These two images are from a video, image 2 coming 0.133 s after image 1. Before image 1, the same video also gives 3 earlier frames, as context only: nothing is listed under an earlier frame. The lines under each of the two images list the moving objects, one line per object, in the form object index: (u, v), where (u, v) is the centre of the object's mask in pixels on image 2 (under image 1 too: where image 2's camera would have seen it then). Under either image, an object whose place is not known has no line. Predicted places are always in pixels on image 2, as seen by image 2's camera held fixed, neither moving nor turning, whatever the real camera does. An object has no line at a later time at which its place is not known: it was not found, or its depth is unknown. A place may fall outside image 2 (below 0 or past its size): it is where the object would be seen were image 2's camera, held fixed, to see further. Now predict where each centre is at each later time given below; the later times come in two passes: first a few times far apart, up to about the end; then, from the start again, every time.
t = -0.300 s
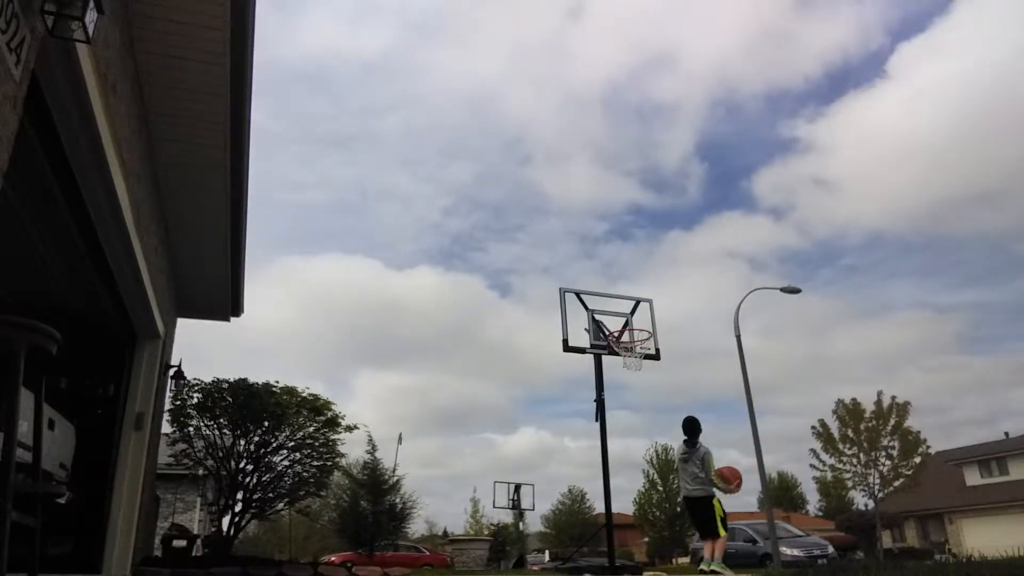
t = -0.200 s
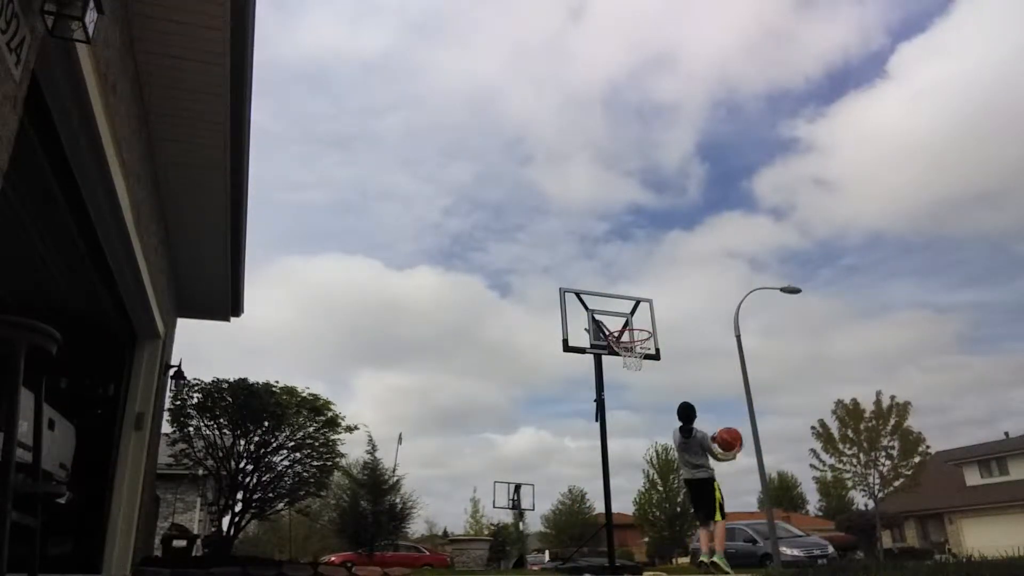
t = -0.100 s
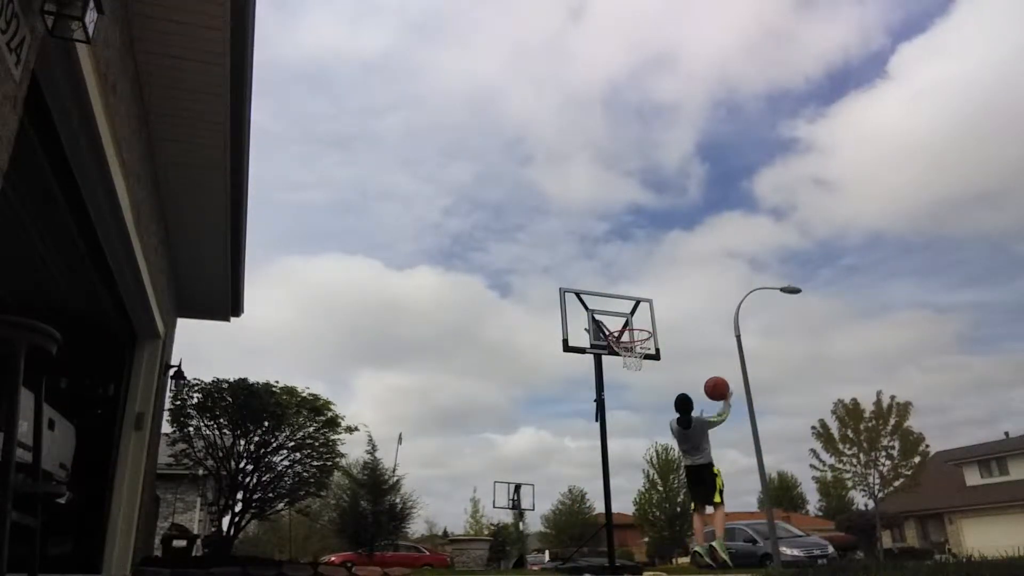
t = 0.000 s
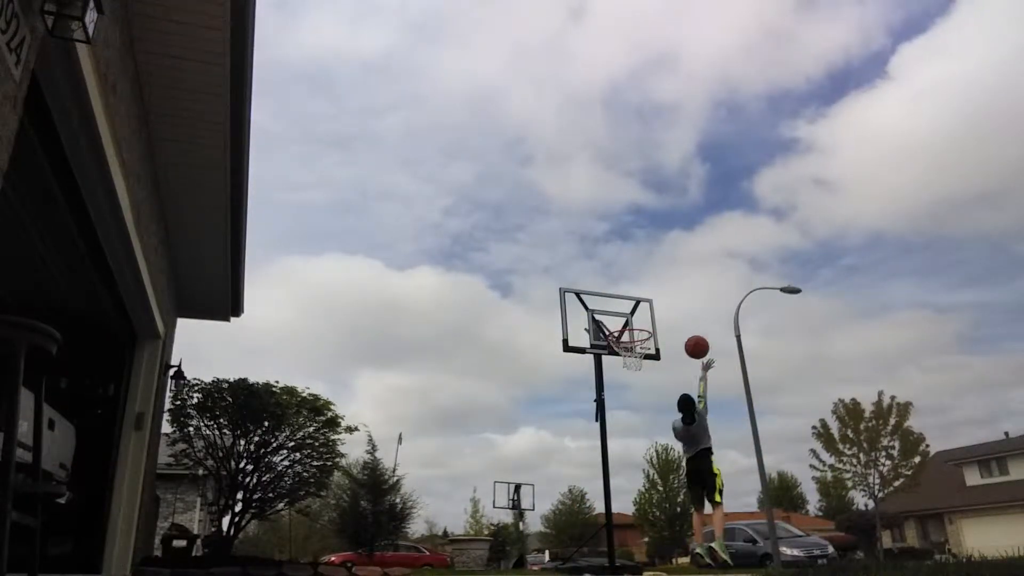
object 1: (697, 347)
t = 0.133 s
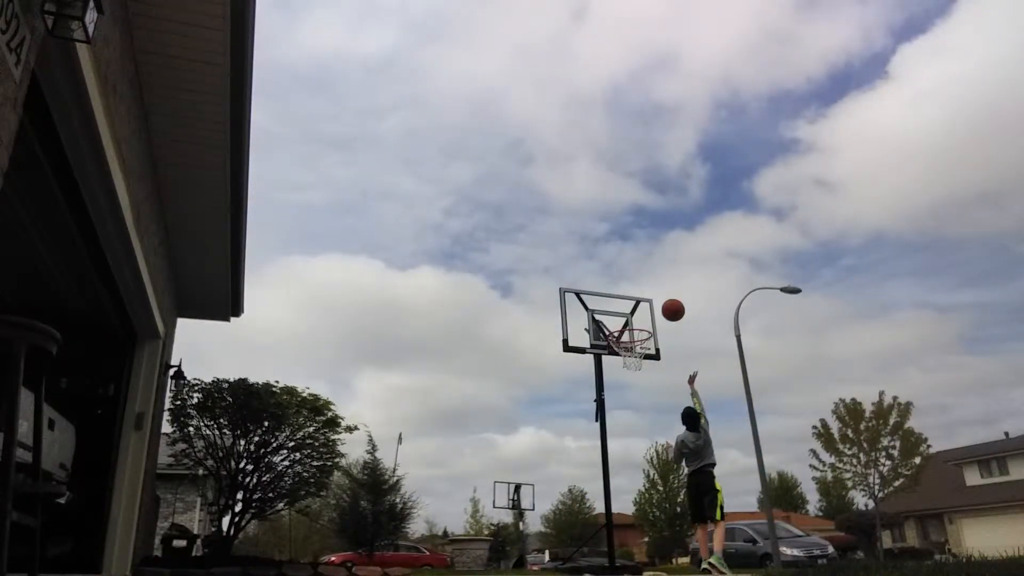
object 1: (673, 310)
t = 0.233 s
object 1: (658, 294)
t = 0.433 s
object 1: (632, 288)
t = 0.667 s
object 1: (608, 322)
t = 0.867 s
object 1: (594, 324)
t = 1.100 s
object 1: (588, 350)
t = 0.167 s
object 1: (668, 303)
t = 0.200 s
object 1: (663, 298)
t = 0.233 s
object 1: (658, 294)
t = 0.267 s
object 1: (653, 290)
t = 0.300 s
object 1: (649, 288)
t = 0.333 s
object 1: (644, 287)
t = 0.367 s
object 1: (640, 286)
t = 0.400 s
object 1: (636, 286)
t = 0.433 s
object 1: (632, 288)
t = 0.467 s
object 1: (629, 290)
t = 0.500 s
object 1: (625, 293)
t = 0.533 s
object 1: (621, 297)
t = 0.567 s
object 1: (618, 302)
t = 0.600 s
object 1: (615, 308)
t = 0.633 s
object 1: (611, 314)
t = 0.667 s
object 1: (608, 322)
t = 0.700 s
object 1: (604, 330)
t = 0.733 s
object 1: (600, 330)
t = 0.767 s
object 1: (598, 328)
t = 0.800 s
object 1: (596, 326)
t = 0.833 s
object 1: (595, 325)
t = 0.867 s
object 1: (594, 324)
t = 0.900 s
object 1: (593, 325)
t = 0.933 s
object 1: (592, 326)
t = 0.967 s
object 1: (591, 329)
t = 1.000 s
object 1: (591, 333)
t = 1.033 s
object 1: (590, 337)
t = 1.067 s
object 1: (589, 342)
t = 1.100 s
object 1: (588, 350)
